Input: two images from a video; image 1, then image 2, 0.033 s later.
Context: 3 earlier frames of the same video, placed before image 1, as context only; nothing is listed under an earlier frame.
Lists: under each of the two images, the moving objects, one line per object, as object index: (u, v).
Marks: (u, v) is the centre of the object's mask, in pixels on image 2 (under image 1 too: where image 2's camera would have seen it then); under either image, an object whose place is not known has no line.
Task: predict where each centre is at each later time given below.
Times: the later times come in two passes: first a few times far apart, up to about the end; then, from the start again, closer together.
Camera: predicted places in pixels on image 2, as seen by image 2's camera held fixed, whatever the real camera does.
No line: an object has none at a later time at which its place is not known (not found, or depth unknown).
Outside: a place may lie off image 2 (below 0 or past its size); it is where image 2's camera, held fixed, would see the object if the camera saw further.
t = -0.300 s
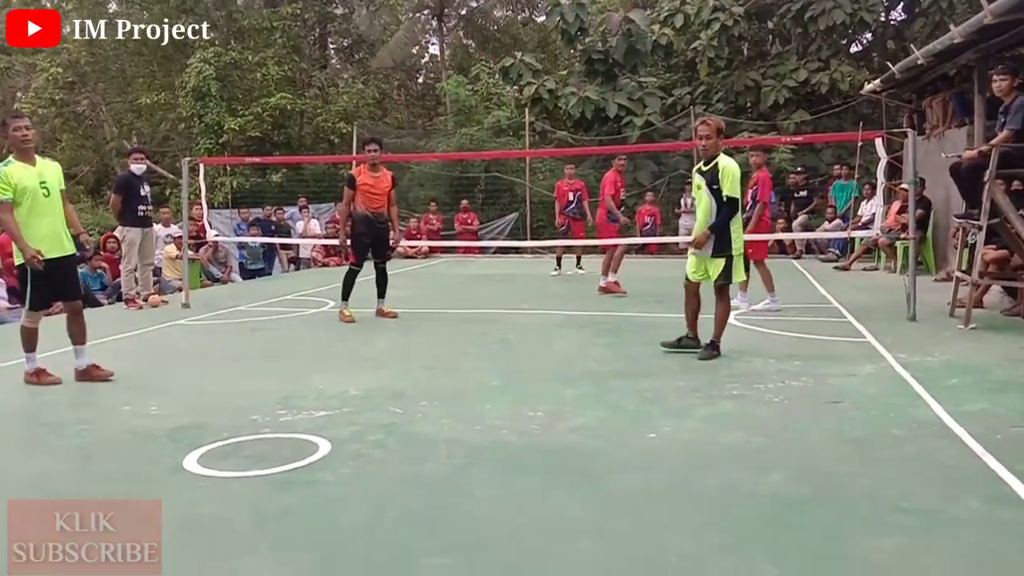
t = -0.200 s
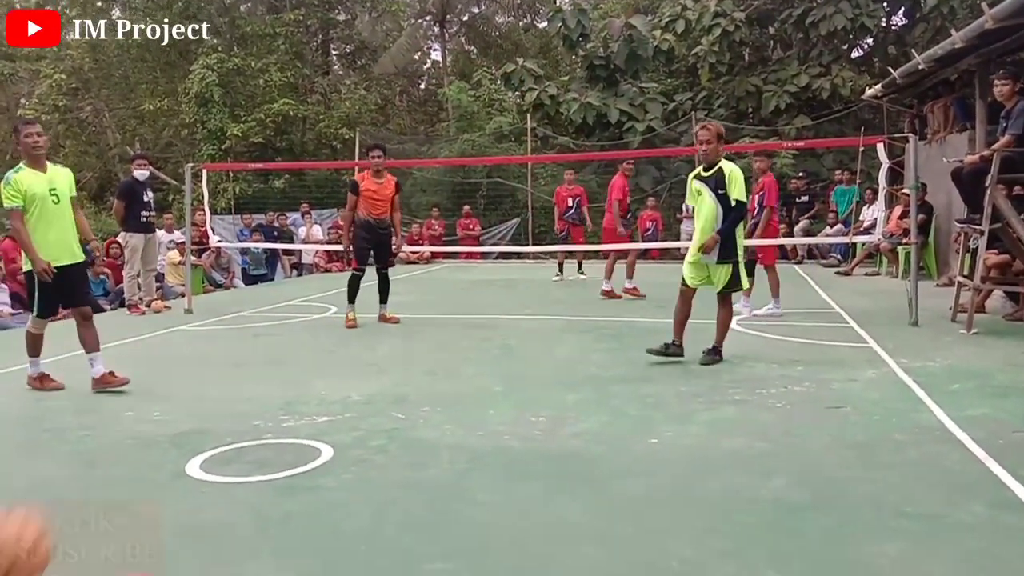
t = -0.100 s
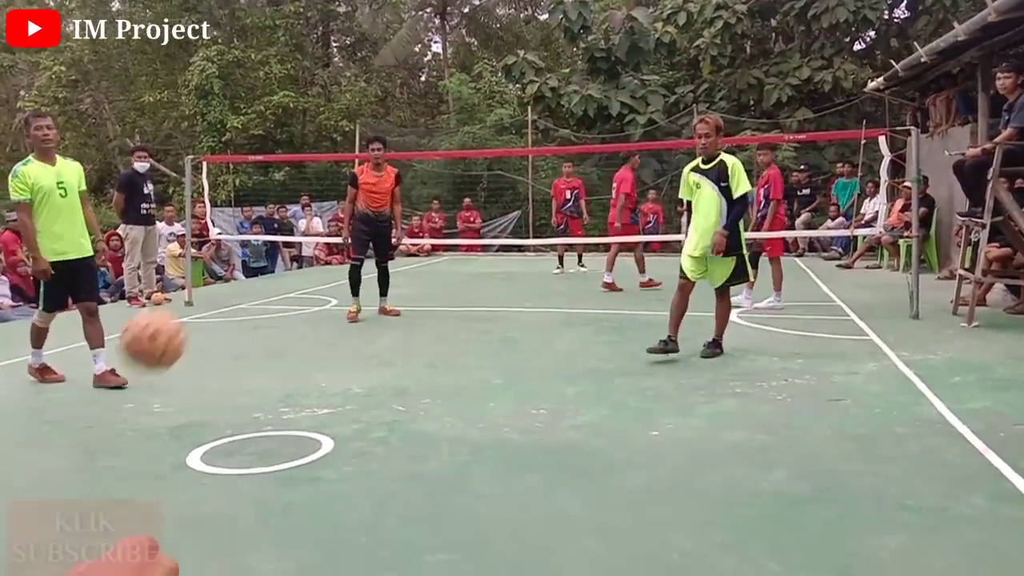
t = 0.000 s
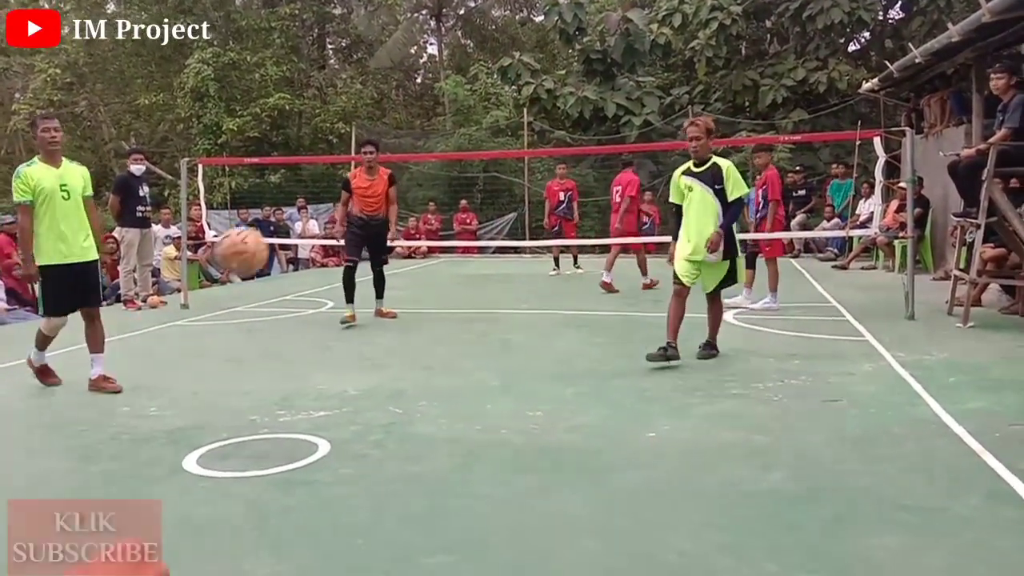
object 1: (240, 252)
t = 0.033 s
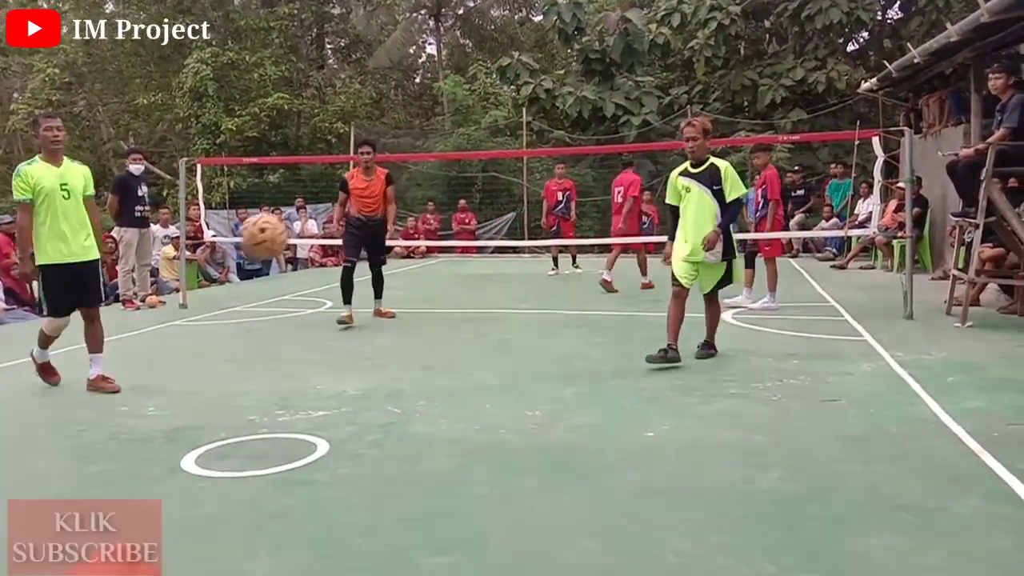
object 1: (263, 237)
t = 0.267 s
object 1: (376, 243)
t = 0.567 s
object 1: (447, 373)
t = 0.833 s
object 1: (467, 290)
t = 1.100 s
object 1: (483, 315)
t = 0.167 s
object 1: (338, 221)
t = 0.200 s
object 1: (351, 227)
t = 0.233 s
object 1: (364, 233)
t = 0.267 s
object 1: (376, 243)
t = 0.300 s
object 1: (387, 252)
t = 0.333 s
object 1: (396, 263)
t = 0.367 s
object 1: (406, 278)
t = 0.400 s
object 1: (414, 291)
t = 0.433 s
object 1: (422, 307)
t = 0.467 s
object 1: (429, 323)
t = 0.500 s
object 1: (435, 340)
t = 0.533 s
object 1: (441, 359)
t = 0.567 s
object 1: (447, 373)
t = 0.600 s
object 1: (449, 355)
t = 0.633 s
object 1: (452, 339)
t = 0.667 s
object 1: (455, 326)
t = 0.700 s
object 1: (458, 314)
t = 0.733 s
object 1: (460, 304)
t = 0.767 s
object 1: (463, 297)
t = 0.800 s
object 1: (464, 293)
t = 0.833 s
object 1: (467, 290)
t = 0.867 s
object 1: (469, 288)
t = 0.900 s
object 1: (471, 287)
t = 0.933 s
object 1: (473, 288)
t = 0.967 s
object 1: (476, 292)
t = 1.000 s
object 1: (478, 295)
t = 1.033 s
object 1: (479, 300)
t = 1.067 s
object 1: (481, 306)
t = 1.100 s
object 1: (483, 315)
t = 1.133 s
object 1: (484, 324)
